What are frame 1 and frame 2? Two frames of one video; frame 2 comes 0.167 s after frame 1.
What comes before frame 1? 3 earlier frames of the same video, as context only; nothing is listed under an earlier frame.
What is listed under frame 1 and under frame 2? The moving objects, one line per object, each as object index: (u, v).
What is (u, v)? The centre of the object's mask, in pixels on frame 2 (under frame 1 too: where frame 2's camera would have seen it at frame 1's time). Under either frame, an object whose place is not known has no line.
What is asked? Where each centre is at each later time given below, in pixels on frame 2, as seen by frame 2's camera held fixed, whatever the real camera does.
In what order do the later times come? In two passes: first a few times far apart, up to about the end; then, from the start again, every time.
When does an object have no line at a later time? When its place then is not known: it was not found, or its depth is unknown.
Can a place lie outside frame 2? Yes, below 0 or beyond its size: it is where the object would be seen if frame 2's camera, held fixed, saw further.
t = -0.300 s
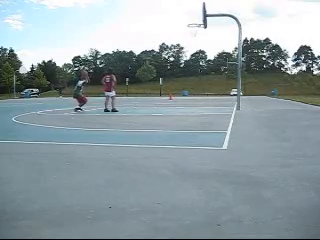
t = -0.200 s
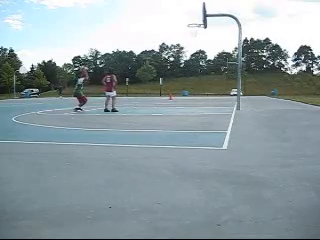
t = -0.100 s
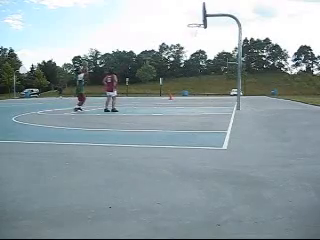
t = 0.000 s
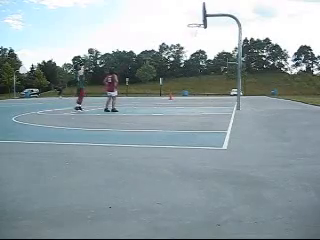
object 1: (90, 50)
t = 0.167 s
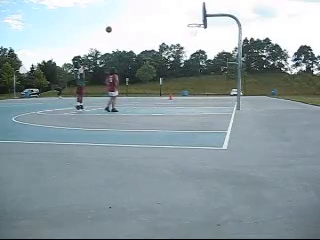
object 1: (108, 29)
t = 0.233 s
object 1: (115, 22)
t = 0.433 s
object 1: (136, 8)
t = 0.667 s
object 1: (161, 5)
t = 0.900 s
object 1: (187, 15)
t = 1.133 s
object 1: (199, 11)
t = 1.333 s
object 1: (194, 10)
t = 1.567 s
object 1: (188, 21)
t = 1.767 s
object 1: (183, 41)
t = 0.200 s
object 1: (112, 26)
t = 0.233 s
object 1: (115, 22)
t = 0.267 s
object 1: (119, 19)
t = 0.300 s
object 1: (122, 17)
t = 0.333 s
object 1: (126, 14)
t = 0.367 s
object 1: (129, 12)
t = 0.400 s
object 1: (133, 10)
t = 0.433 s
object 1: (136, 8)
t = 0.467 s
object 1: (140, 7)
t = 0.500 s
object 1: (143, 6)
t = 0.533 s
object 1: (147, 5)
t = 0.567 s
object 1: (151, 4)
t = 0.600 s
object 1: (154, 4)
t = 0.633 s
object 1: (158, 4)
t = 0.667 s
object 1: (161, 5)
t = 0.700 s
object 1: (165, 5)
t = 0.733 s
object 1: (168, 6)
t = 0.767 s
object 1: (172, 7)
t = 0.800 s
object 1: (176, 9)
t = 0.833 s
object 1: (180, 11)
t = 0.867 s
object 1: (183, 13)
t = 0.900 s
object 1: (187, 15)
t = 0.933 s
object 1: (191, 18)
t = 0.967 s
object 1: (194, 20)
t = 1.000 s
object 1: (195, 18)
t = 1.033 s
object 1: (197, 16)
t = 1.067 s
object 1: (198, 14)
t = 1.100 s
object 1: (199, 12)
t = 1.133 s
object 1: (199, 11)
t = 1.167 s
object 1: (198, 10)
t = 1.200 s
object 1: (197, 9)
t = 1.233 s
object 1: (196, 9)
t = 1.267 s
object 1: (195, 9)
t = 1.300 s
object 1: (195, 9)
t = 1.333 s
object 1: (194, 10)
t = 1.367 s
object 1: (193, 10)
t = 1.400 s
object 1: (192, 11)
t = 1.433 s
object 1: (191, 13)
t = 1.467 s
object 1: (190, 14)
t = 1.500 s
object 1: (190, 16)
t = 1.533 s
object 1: (189, 19)
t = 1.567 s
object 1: (188, 21)
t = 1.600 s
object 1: (187, 24)
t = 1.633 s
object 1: (186, 27)
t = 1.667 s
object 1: (186, 30)
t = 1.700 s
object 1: (185, 33)
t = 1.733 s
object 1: (184, 37)
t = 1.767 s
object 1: (183, 41)
